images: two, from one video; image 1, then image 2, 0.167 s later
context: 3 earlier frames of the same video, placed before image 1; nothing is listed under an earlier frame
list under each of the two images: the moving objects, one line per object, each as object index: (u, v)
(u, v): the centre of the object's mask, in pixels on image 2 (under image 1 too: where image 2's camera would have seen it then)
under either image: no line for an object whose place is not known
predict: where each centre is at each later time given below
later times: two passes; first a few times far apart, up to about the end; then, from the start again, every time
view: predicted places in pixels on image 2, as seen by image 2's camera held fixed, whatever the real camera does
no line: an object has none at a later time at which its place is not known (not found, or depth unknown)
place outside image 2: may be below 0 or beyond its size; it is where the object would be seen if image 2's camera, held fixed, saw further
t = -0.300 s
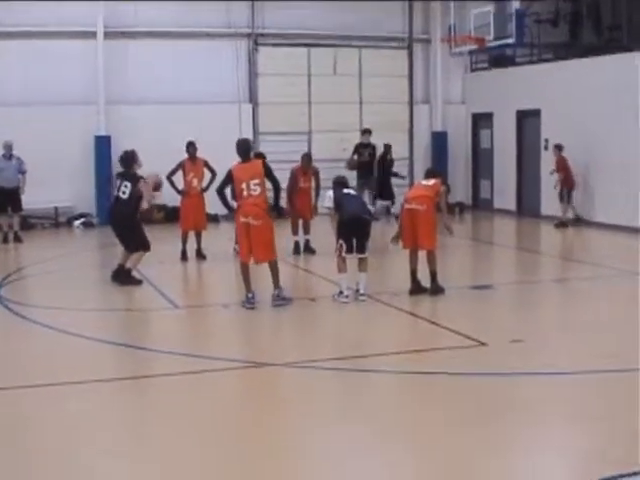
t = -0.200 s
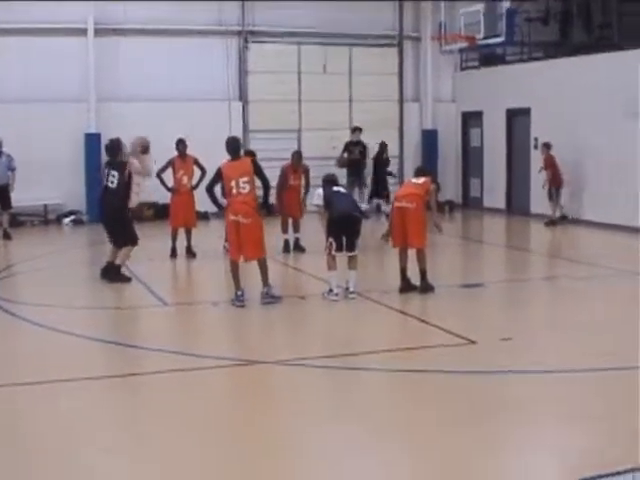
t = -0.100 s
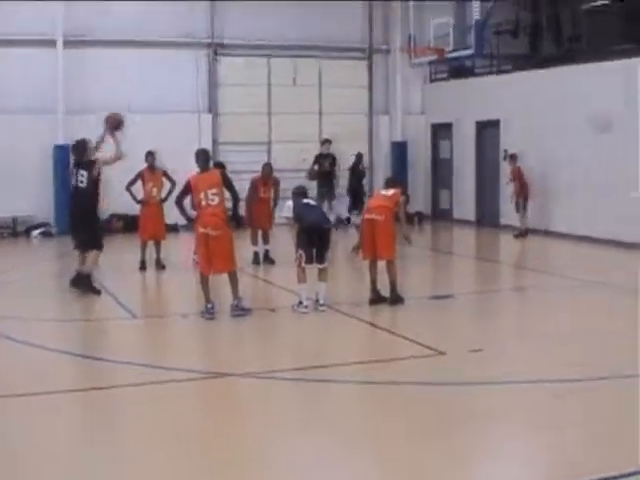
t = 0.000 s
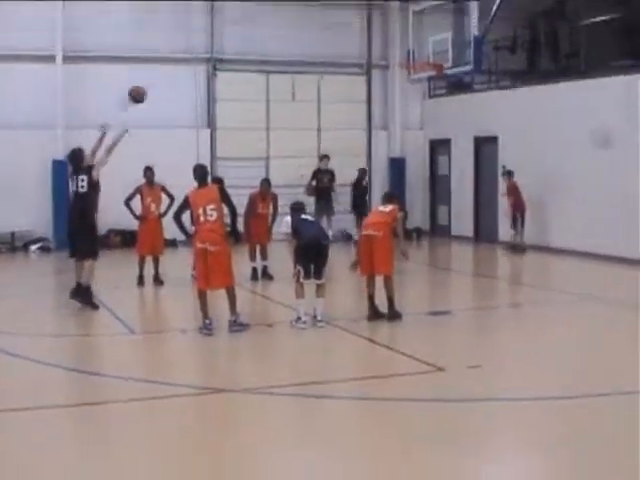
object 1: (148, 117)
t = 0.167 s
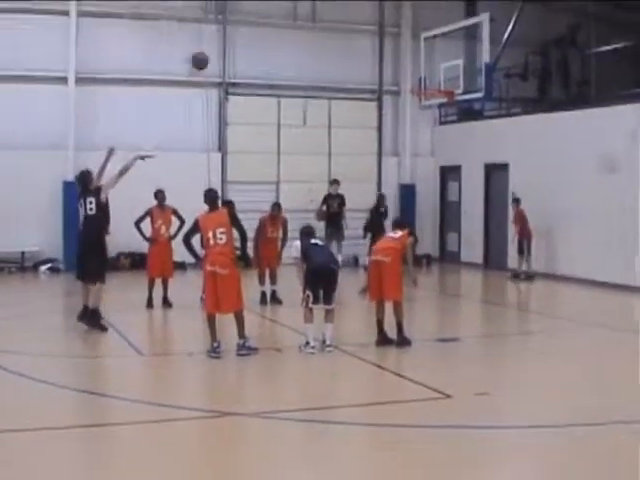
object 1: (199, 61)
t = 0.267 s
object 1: (229, 38)
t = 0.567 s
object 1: (313, 19)
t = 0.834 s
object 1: (382, 54)
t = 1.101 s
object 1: (403, 69)
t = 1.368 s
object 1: (393, 83)
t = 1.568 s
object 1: (384, 130)
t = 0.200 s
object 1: (210, 52)
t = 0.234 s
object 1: (219, 46)
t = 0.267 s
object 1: (229, 38)
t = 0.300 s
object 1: (238, 34)
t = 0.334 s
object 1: (249, 28)
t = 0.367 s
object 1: (257, 24)
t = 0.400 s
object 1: (268, 21)
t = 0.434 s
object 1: (275, 19)
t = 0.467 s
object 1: (285, 17)
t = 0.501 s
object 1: (295, 17)
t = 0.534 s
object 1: (302, 18)
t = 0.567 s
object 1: (313, 19)
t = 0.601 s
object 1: (321, 20)
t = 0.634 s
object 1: (331, 22)
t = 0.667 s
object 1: (338, 27)
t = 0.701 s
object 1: (347, 31)
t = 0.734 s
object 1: (356, 35)
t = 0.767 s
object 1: (364, 42)
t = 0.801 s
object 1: (372, 47)
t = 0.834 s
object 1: (382, 54)
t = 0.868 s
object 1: (391, 63)
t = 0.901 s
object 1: (399, 72)
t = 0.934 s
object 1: (407, 80)
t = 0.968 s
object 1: (408, 81)
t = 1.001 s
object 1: (407, 76)
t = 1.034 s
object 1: (405, 72)
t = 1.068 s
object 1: (404, 70)
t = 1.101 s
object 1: (403, 69)
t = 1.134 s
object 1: (402, 68)
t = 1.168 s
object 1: (400, 68)
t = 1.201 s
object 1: (399, 68)
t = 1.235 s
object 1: (398, 69)
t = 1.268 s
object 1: (396, 71)
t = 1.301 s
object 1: (396, 74)
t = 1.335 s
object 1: (394, 78)
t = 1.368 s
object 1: (393, 83)
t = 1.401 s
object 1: (391, 86)
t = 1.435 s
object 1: (391, 95)
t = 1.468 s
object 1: (388, 103)
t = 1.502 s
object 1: (385, 110)
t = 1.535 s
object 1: (384, 119)
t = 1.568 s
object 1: (384, 130)
